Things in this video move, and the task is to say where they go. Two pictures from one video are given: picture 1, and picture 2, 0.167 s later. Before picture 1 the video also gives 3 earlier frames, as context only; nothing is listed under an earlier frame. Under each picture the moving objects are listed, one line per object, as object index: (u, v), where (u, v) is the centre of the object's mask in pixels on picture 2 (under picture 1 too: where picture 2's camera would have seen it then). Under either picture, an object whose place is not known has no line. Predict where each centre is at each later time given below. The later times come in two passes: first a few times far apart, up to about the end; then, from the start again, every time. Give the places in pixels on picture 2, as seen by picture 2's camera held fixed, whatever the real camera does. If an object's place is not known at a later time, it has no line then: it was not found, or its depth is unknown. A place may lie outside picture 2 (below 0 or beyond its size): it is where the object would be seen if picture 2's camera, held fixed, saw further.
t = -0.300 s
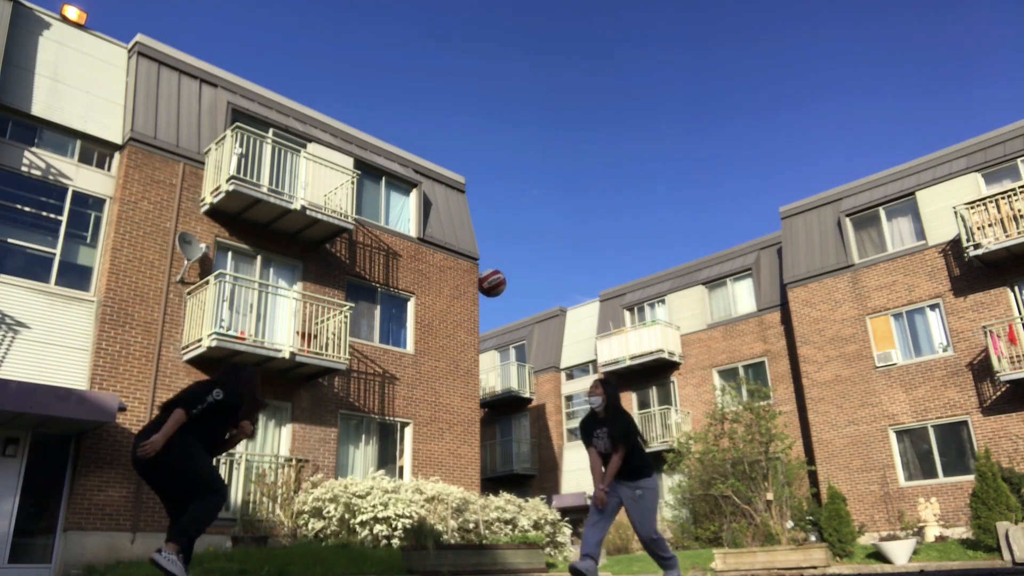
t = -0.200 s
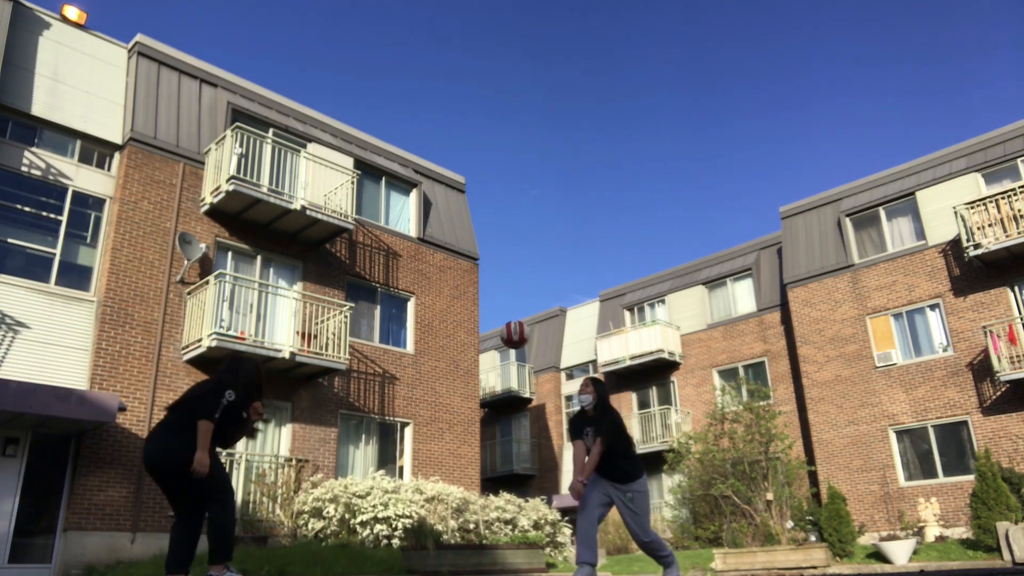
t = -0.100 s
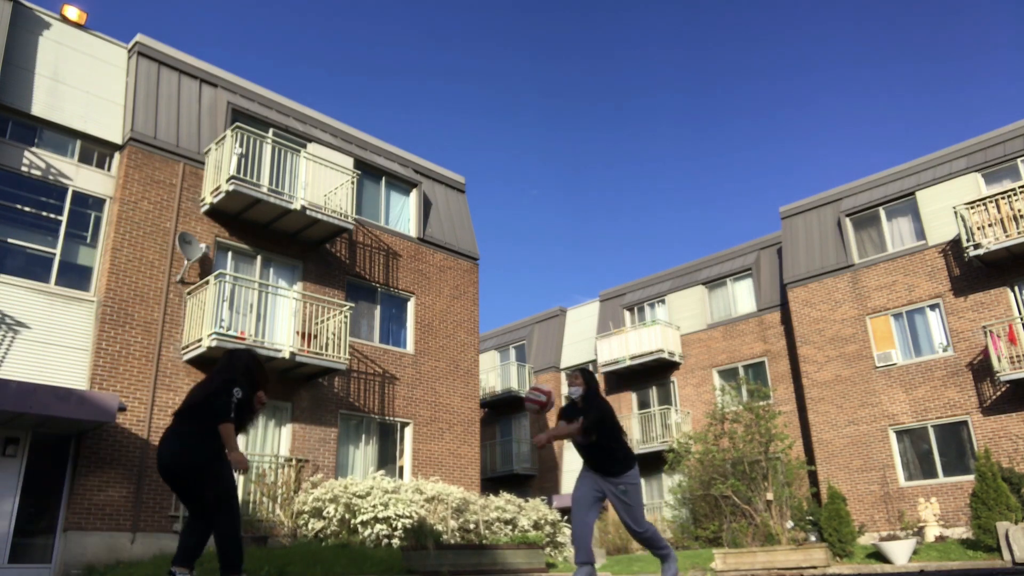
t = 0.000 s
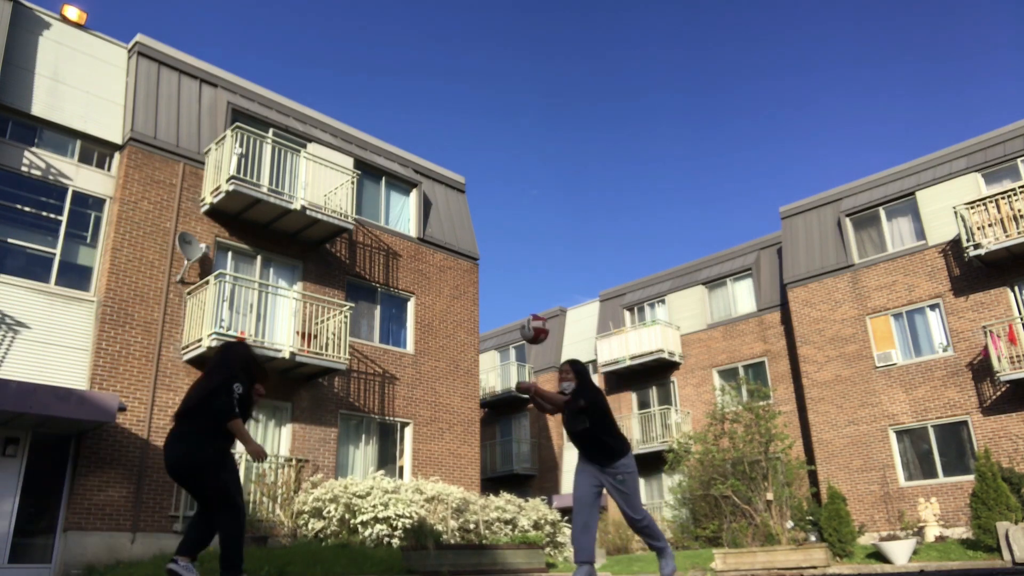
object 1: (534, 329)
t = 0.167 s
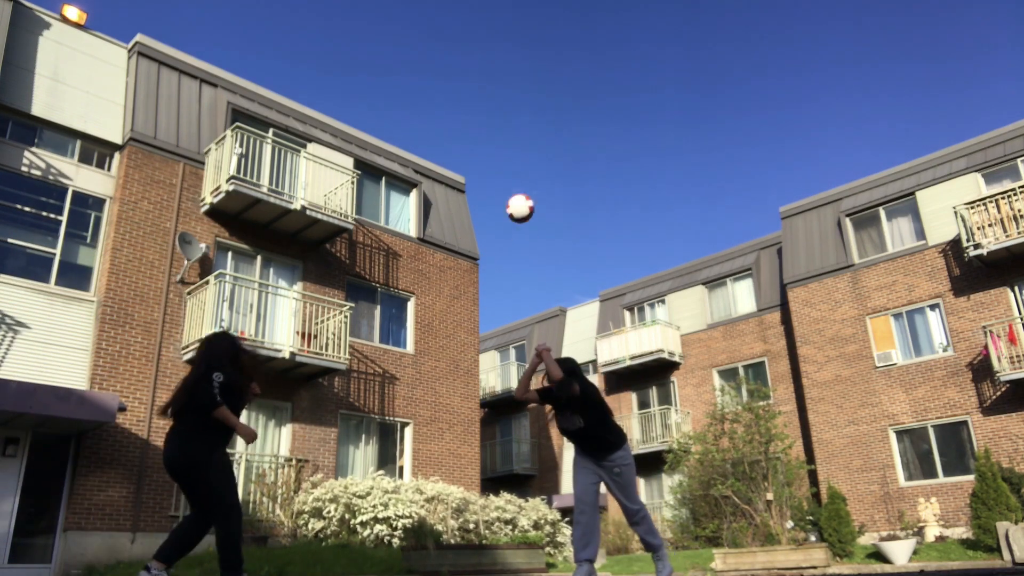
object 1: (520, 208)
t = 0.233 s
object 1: (515, 173)
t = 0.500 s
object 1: (494, 93)
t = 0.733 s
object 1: (477, 89)
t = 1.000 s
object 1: (455, 156)
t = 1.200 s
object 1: (436, 262)
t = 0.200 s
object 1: (517, 190)
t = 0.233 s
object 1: (515, 173)
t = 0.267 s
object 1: (512, 158)
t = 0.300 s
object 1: (509, 145)
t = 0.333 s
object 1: (507, 133)
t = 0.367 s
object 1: (504, 122)
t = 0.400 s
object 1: (501, 113)
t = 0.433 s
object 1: (499, 105)
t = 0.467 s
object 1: (496, 98)
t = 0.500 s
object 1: (494, 93)
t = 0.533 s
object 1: (492, 89)
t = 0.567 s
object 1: (489, 86)
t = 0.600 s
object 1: (487, 85)
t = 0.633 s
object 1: (485, 84)
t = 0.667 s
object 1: (482, 84)
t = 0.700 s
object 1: (480, 87)
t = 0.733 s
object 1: (477, 89)
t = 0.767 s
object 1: (474, 93)
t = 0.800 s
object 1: (472, 98)
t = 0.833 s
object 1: (469, 105)
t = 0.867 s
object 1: (467, 113)
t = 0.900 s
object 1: (464, 121)
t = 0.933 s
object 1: (462, 132)
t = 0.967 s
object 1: (458, 143)
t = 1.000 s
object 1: (455, 156)
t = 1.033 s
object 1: (453, 170)
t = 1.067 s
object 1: (450, 185)
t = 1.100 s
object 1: (446, 203)
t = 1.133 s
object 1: (443, 221)
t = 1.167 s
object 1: (439, 241)
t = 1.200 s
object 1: (436, 262)
